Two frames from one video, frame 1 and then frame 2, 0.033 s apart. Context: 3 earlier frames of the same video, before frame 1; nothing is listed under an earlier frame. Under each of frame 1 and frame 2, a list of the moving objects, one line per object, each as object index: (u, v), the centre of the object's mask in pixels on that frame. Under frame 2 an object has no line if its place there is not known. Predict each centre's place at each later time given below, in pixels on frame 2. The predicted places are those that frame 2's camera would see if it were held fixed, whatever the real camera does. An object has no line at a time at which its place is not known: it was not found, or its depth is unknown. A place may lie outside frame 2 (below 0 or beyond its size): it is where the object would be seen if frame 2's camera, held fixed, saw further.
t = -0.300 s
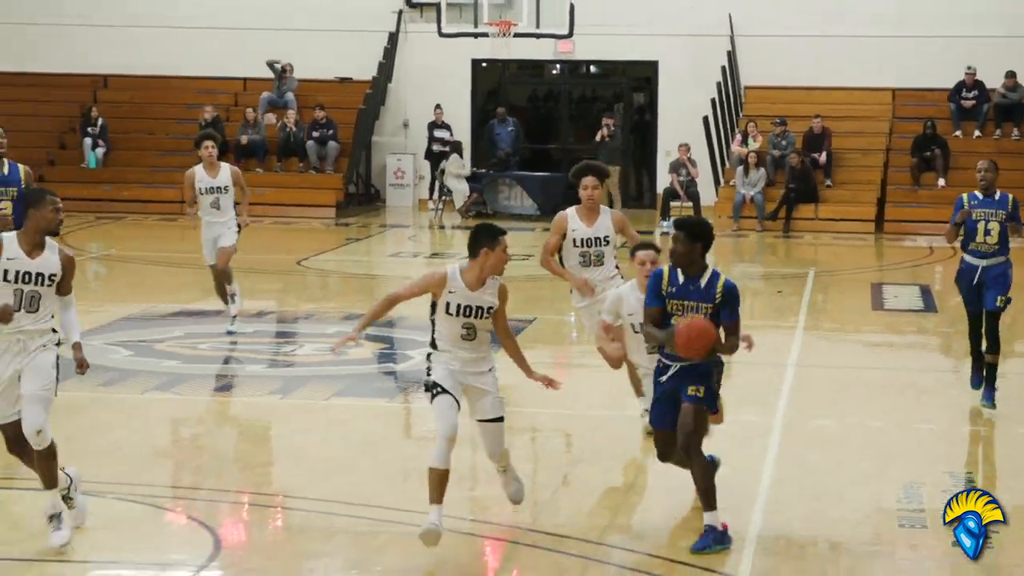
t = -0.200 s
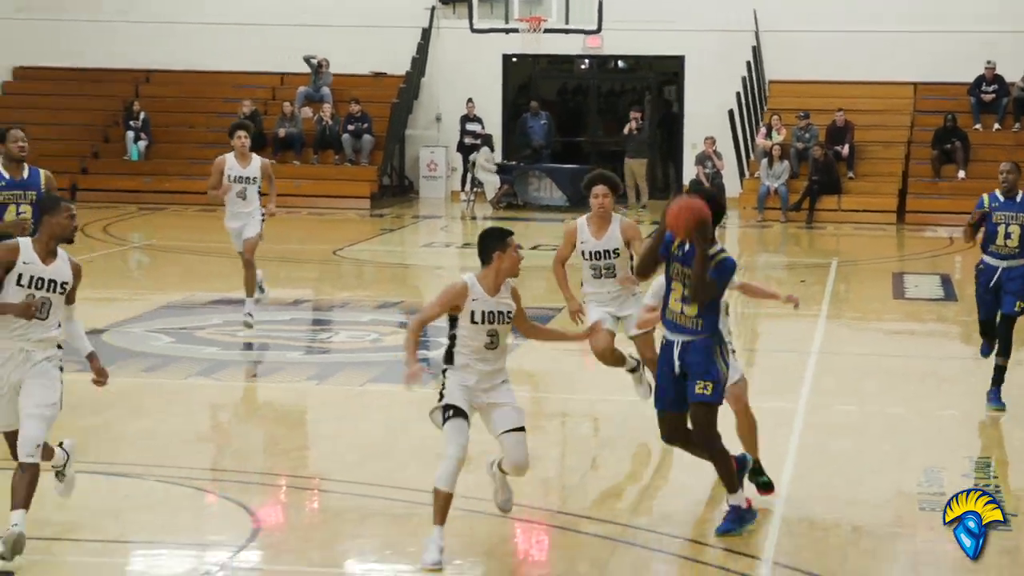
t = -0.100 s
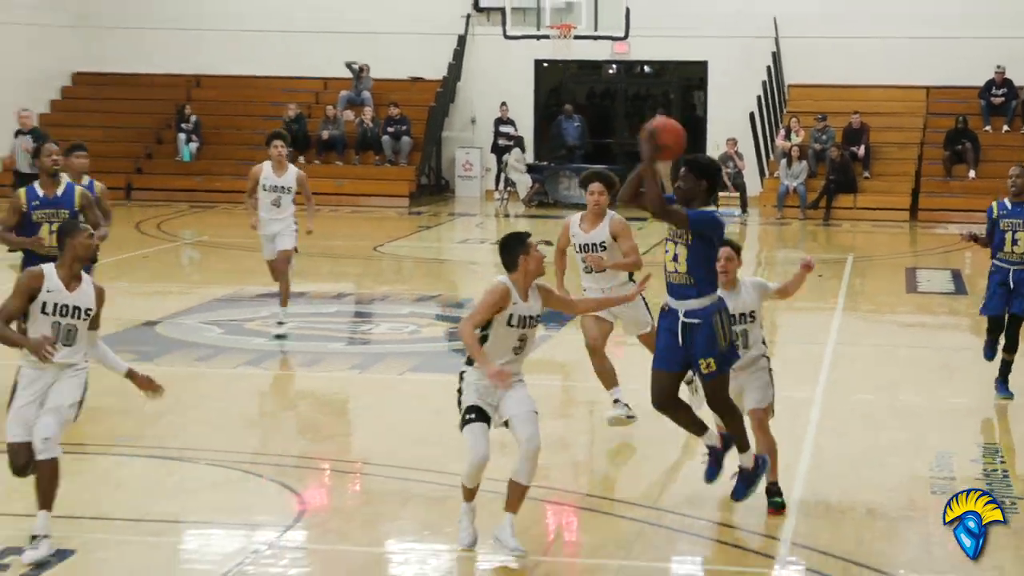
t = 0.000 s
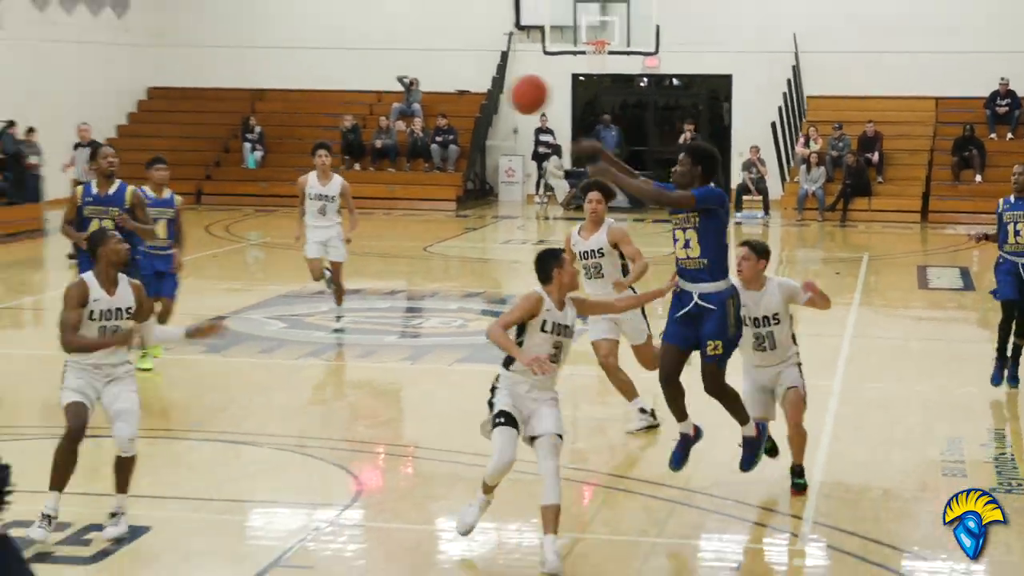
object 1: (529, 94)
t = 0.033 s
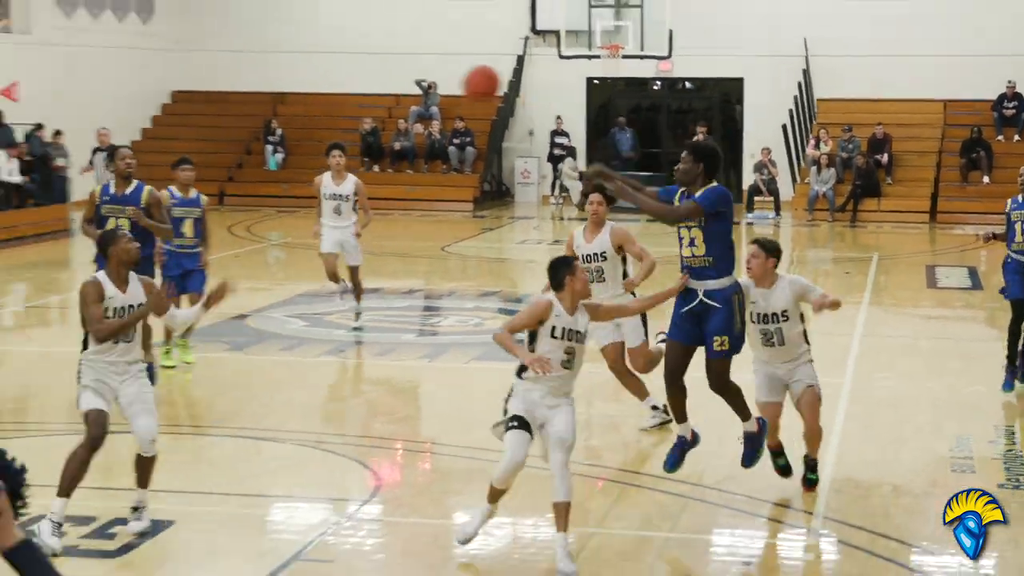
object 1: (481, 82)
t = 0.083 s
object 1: (394, 69)
